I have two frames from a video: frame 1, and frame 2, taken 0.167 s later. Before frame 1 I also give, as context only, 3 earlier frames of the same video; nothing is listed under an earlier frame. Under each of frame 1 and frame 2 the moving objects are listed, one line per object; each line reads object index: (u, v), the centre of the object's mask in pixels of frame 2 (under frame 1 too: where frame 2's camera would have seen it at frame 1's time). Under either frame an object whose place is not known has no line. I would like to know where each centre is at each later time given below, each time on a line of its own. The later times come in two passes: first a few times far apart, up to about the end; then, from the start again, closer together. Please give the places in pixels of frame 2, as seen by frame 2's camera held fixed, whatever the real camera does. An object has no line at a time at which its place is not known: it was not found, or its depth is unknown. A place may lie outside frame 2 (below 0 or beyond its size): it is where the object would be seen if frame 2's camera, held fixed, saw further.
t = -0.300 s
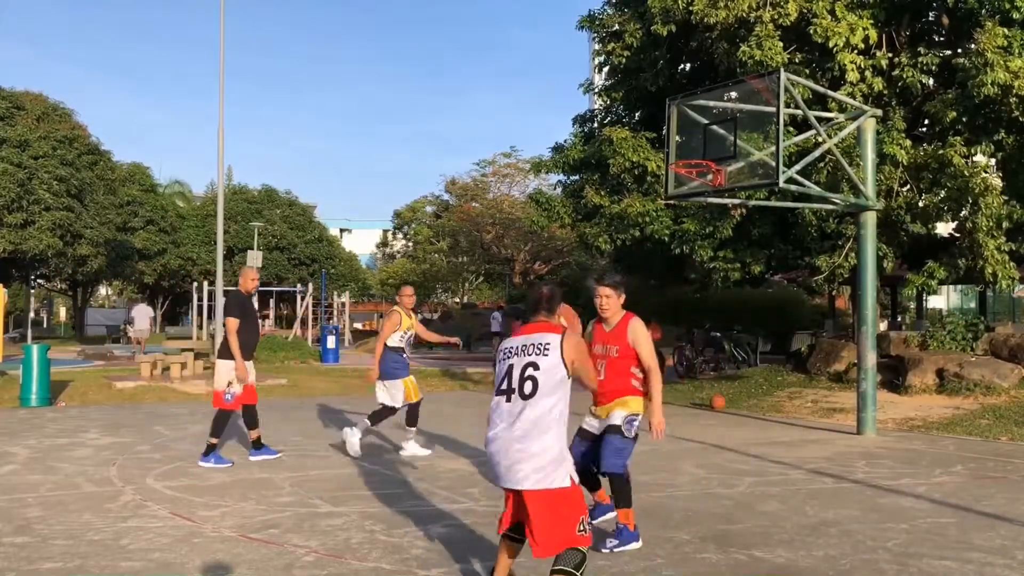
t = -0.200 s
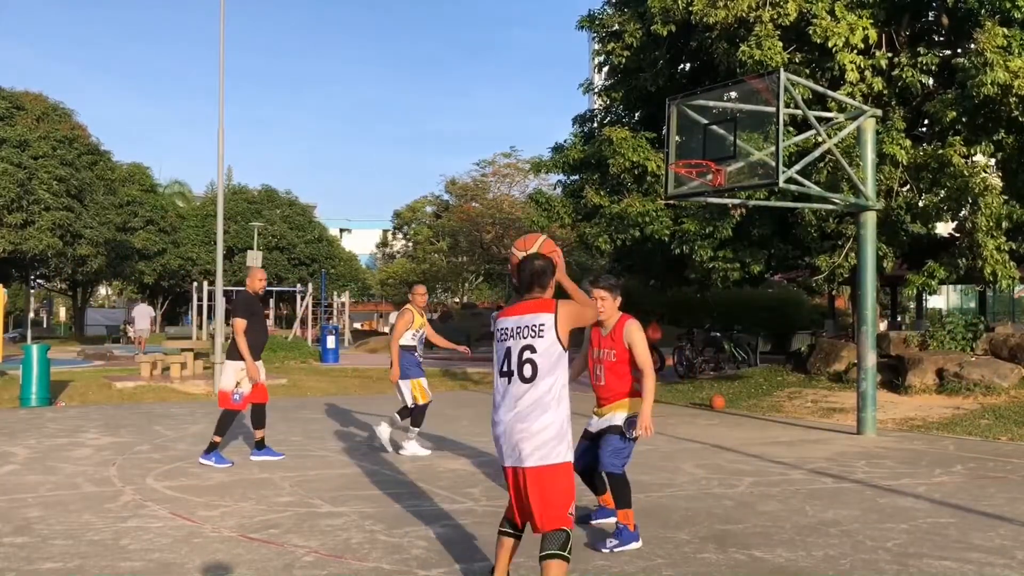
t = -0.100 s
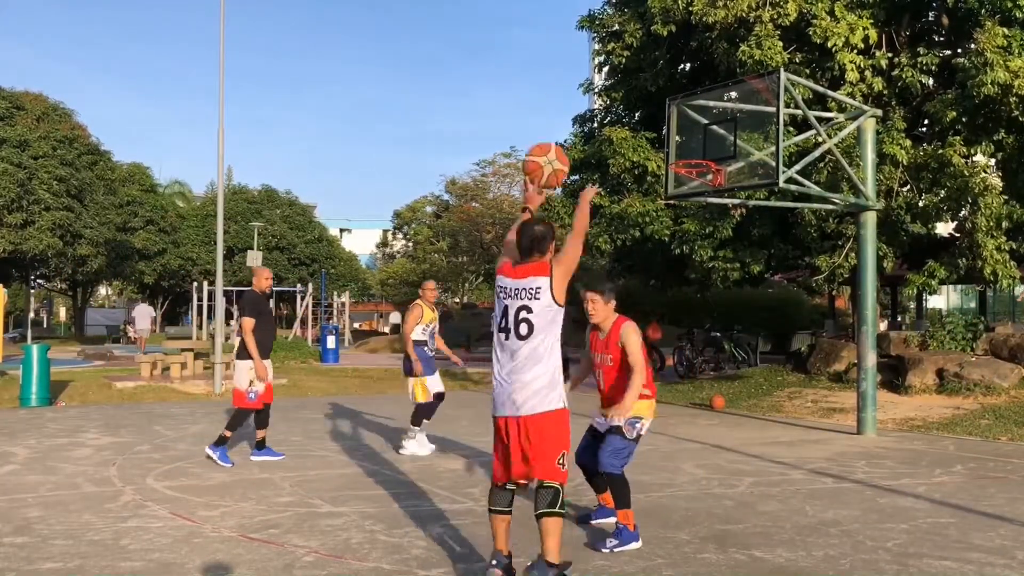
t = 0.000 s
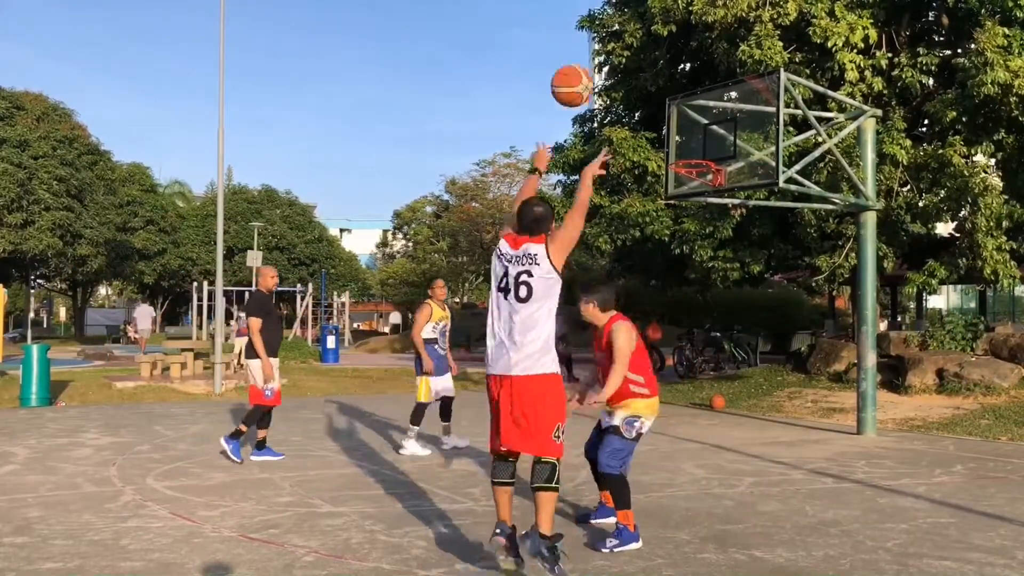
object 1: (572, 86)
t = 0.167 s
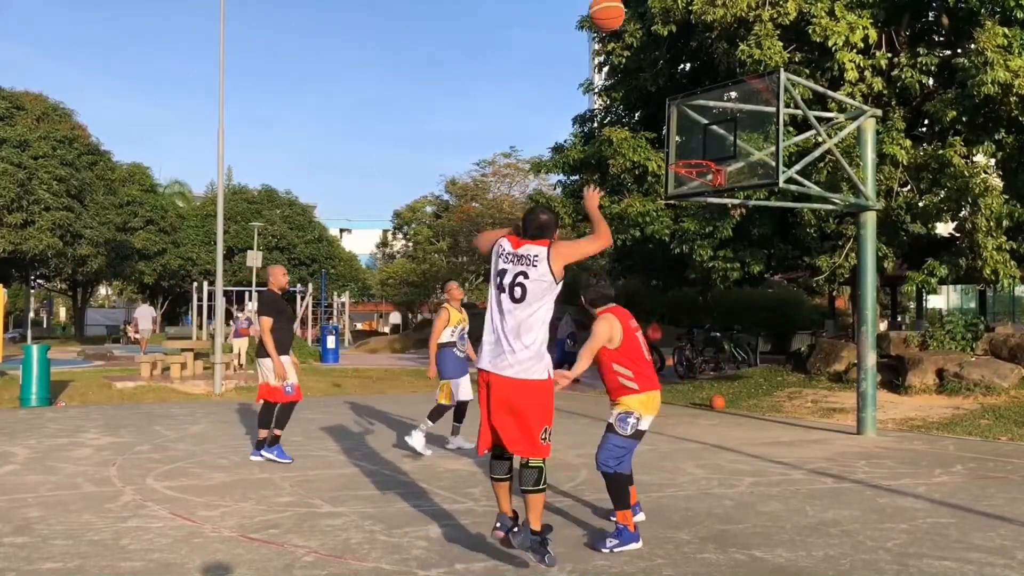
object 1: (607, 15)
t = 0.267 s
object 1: (623, 6)
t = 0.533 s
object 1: (655, 19)
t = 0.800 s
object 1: (676, 105)
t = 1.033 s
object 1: (693, 208)
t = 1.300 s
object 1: (715, 368)
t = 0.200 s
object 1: (613, 11)
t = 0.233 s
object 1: (618, 8)
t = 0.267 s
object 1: (623, 6)
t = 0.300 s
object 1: (628, 5)
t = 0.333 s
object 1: (633, 5)
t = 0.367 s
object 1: (636, 5)
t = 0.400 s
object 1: (640, 5)
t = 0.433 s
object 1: (644, 7)
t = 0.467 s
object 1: (648, 9)
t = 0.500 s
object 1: (652, 12)
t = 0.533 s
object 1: (655, 19)
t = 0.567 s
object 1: (659, 27)
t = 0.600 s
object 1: (662, 36)
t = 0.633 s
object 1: (664, 46)
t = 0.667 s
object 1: (667, 56)
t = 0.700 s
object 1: (669, 67)
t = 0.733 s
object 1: (672, 79)
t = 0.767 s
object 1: (674, 91)
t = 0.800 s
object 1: (676, 105)
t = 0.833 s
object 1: (678, 119)
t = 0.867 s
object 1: (681, 134)
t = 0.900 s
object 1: (683, 148)
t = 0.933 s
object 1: (685, 164)
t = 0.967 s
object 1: (687, 178)
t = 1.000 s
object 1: (690, 192)
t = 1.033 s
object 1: (693, 208)
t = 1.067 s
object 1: (695, 224)
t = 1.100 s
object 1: (698, 242)
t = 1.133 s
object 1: (701, 260)
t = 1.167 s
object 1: (704, 280)
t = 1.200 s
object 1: (707, 300)
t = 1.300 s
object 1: (715, 368)
